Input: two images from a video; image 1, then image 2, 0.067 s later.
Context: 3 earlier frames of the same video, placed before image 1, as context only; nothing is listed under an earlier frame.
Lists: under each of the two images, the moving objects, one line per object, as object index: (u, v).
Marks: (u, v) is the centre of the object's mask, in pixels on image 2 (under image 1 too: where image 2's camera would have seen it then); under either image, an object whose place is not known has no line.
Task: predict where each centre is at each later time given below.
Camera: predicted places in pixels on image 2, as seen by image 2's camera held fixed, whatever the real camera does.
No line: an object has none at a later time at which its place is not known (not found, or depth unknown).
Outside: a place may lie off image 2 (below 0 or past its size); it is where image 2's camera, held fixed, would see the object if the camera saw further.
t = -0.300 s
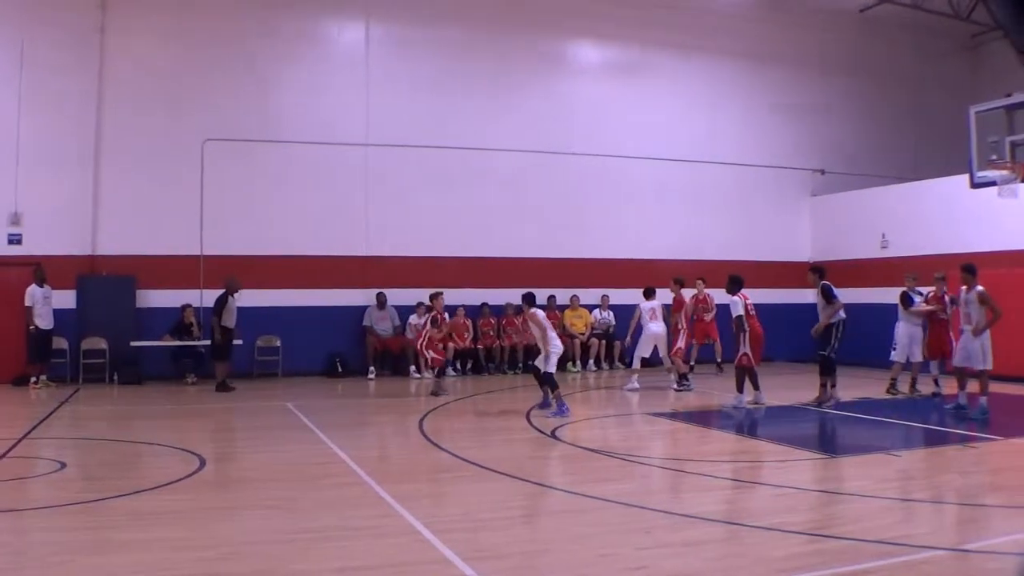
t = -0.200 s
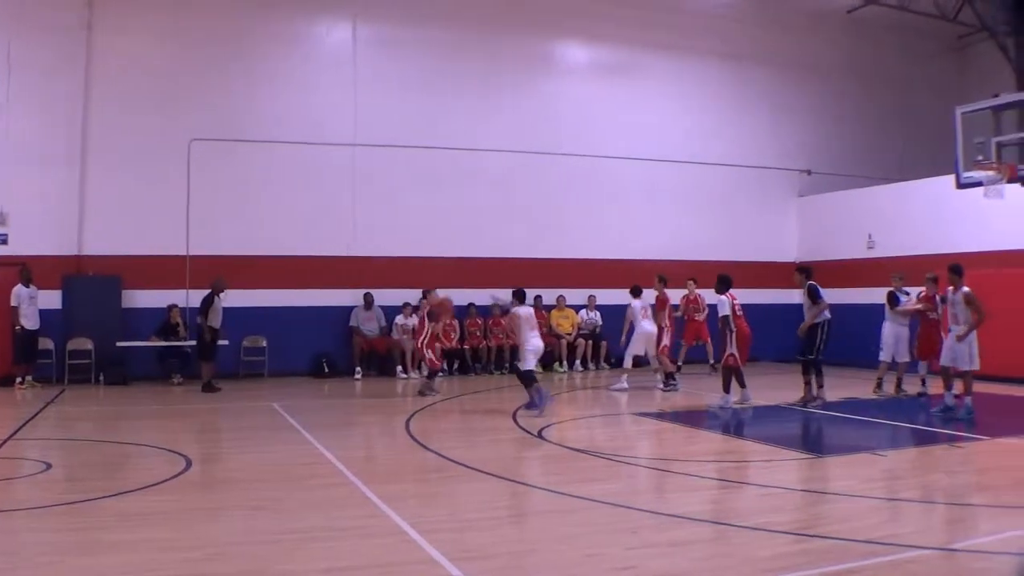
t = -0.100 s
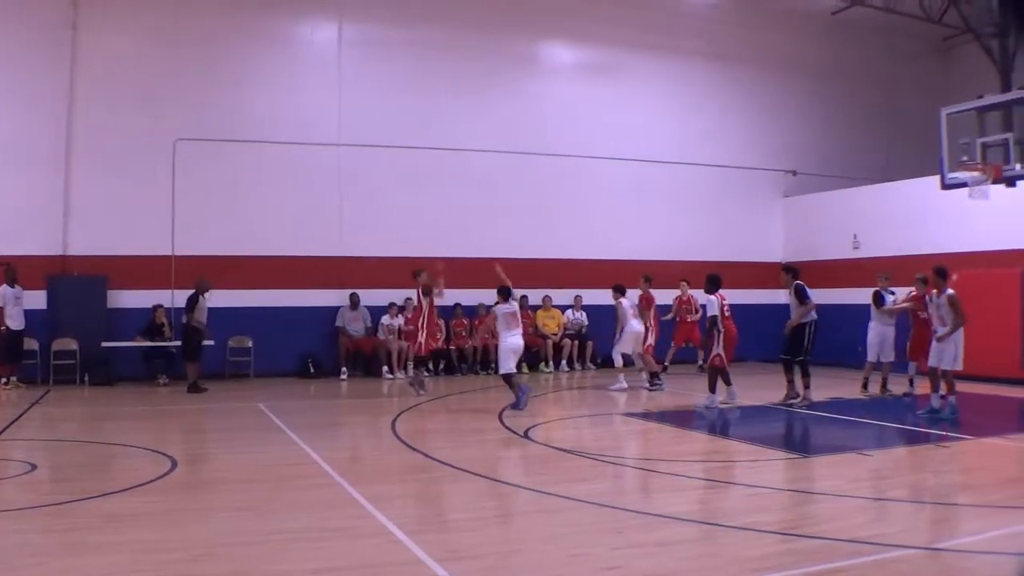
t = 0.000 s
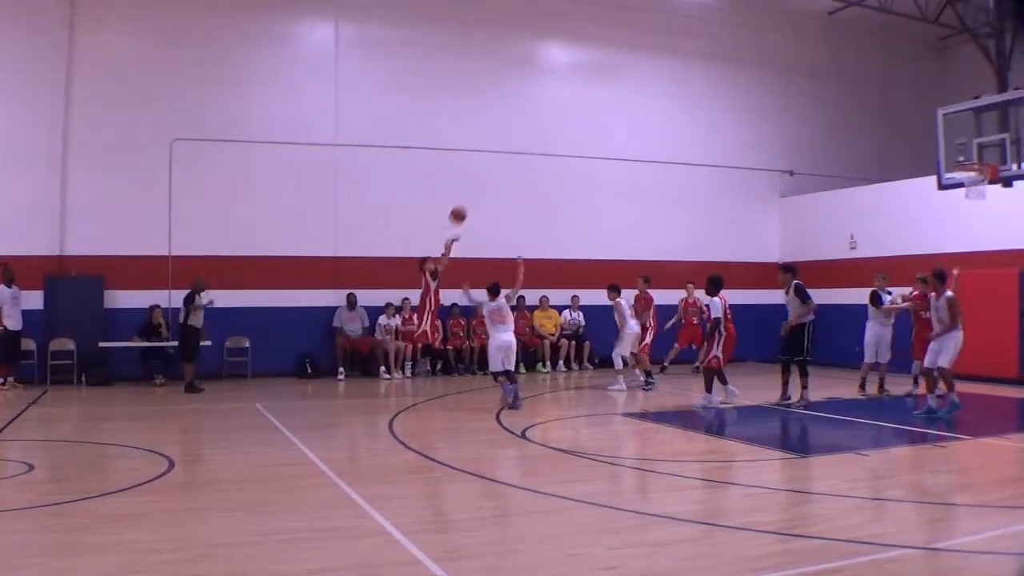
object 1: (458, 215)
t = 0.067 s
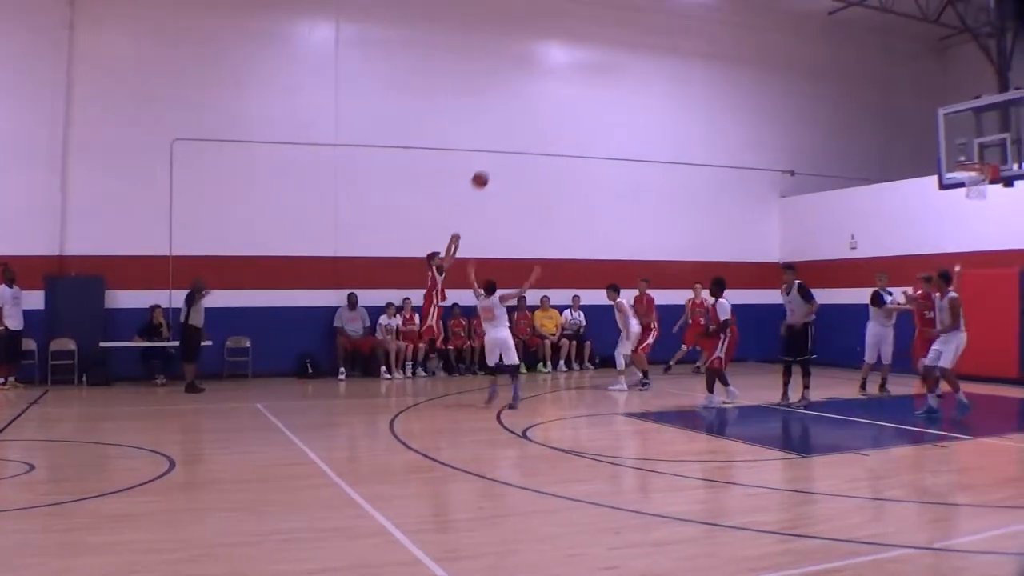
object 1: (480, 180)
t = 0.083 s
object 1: (485, 171)
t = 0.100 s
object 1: (490, 163)
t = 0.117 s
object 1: (495, 155)
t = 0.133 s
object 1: (501, 148)
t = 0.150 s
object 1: (506, 140)
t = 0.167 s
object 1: (512, 133)
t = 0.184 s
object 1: (517, 125)
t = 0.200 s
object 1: (522, 119)
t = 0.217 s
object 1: (527, 112)
